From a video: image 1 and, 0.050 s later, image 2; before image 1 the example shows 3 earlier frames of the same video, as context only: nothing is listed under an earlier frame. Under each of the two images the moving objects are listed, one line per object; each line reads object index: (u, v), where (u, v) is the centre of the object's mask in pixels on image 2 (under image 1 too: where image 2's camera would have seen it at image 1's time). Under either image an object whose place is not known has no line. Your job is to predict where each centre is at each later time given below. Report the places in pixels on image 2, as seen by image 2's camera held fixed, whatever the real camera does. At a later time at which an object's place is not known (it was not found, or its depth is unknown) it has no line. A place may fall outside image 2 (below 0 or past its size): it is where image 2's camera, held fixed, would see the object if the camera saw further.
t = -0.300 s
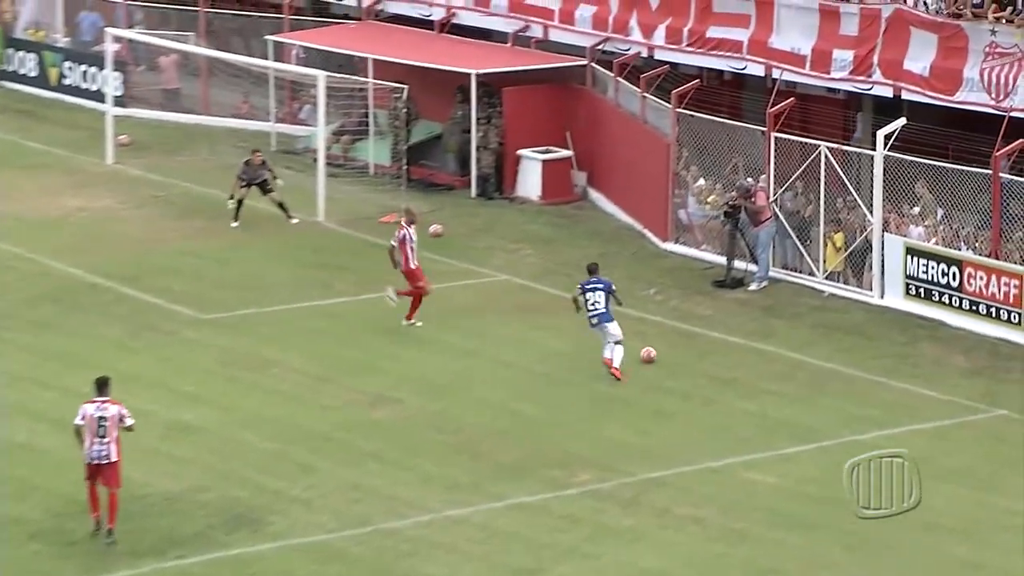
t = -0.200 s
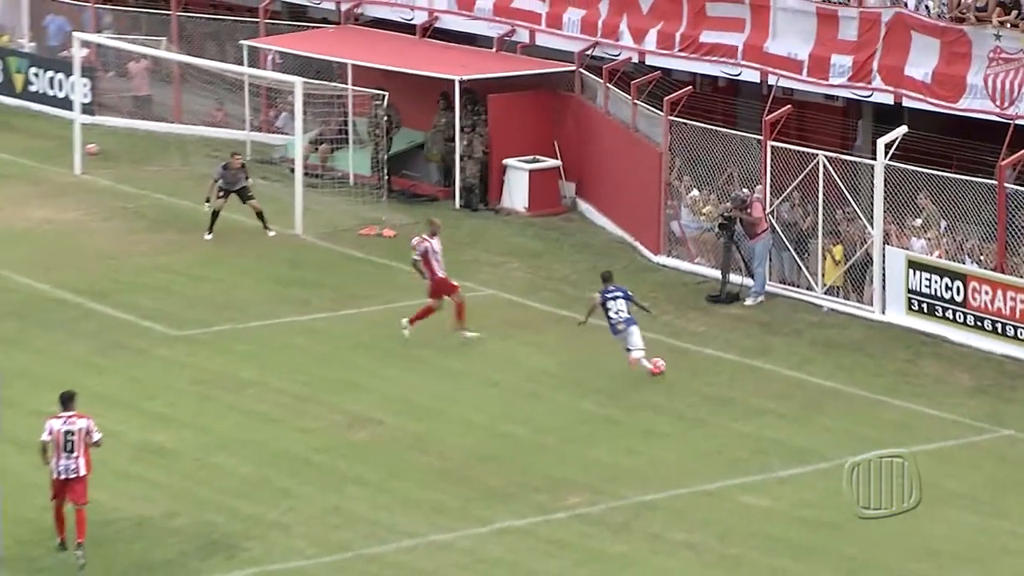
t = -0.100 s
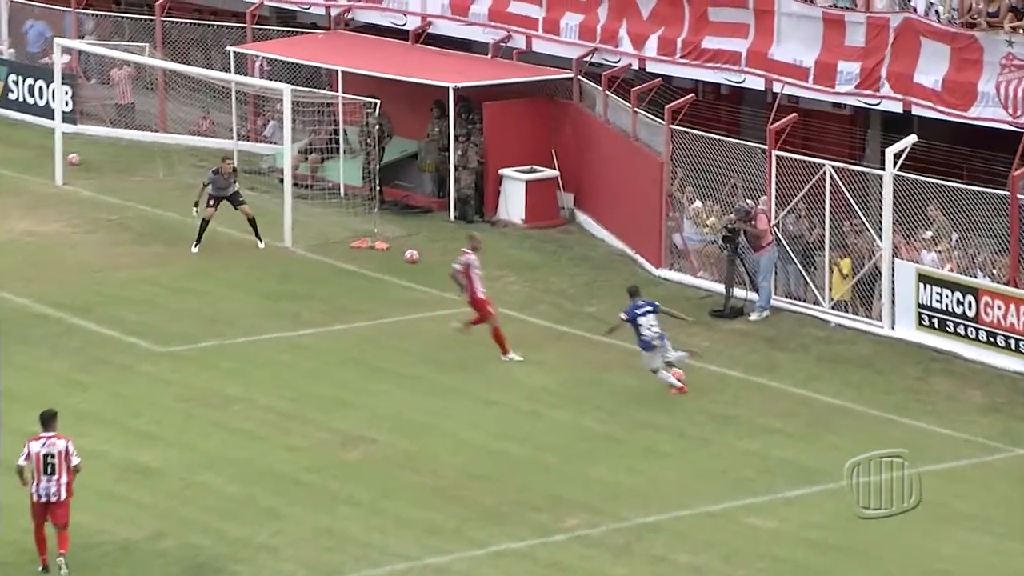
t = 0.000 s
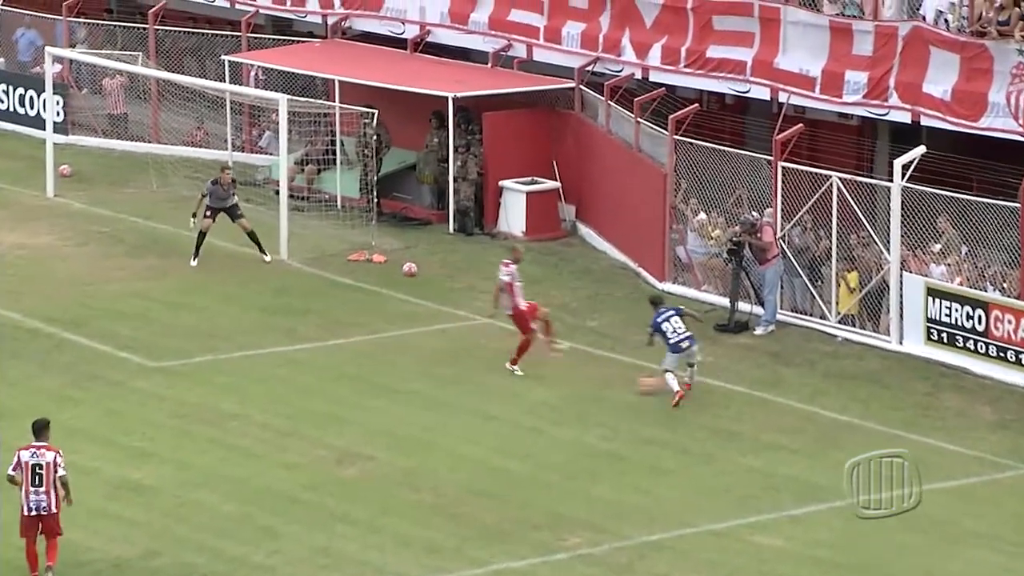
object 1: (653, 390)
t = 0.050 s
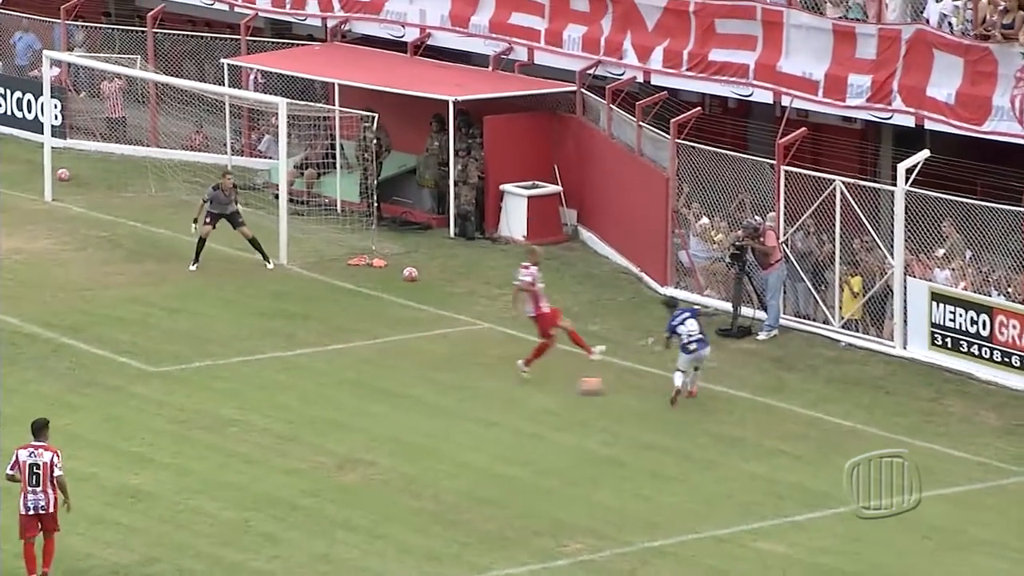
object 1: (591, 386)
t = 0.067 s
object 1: (573, 385)
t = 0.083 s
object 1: (552, 383)
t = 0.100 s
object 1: (533, 382)
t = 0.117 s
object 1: (514, 381)
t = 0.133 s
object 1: (494, 381)
